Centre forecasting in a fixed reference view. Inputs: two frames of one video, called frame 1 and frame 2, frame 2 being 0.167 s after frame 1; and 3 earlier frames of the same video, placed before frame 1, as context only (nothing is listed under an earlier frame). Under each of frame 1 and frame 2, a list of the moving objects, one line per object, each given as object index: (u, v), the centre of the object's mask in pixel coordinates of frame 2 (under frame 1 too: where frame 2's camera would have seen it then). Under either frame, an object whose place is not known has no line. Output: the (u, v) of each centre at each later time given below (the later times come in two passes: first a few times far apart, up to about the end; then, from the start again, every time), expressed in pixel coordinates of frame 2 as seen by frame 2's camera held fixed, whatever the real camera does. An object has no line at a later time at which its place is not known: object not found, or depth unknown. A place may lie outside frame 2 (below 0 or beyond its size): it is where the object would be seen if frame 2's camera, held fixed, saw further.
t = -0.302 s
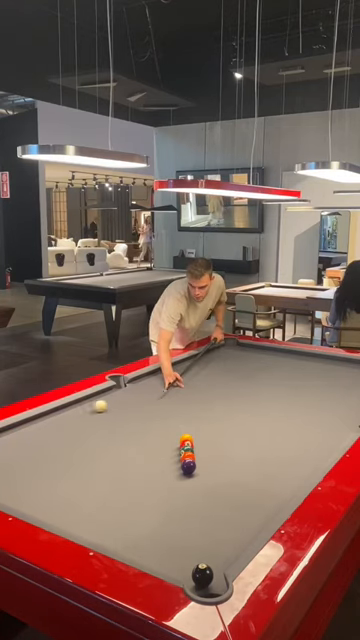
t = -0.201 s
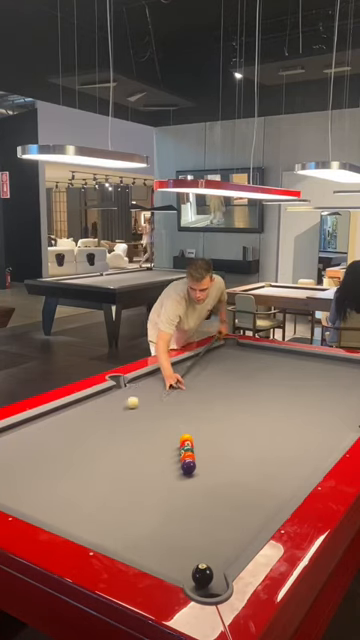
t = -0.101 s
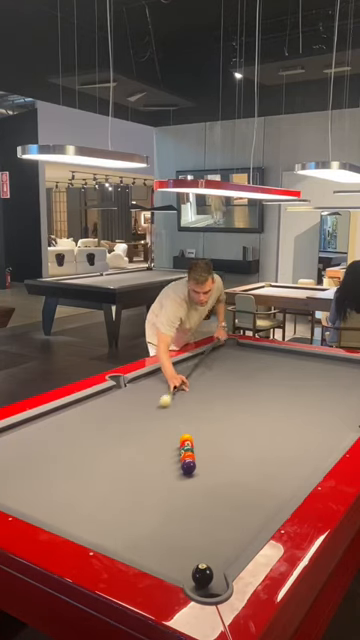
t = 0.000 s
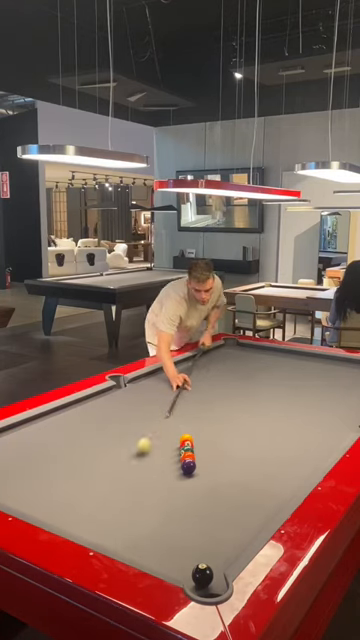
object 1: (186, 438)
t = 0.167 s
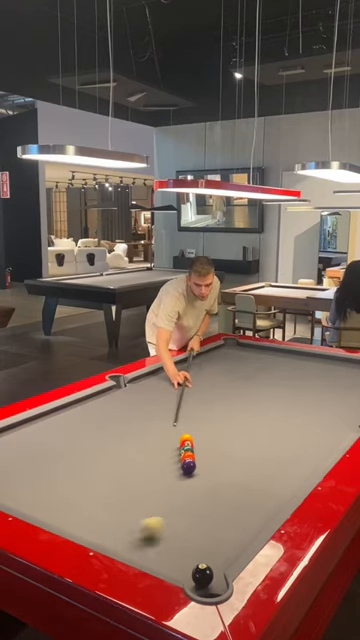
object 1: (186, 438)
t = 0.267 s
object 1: (186, 438)
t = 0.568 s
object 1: (186, 438)
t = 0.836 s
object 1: (186, 438)
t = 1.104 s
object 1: (186, 438)
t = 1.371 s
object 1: (186, 438)
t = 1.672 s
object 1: (186, 438)
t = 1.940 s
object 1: (186, 438)
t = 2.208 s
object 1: (186, 438)
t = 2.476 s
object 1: (187, 437)
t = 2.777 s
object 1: (193, 438)
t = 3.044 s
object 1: (195, 438)
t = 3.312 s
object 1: (196, 438)
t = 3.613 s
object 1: (196, 438)
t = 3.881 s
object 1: (196, 438)
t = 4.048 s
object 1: (196, 438)
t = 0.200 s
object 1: (186, 438)
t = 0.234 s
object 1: (186, 438)
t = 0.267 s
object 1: (186, 438)
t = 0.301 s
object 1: (186, 438)
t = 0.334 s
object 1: (186, 438)
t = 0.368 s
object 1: (186, 438)
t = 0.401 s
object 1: (186, 438)
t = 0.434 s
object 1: (186, 438)
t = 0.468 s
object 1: (186, 438)
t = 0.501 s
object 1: (186, 438)
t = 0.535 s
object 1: (186, 438)
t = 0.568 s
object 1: (186, 438)
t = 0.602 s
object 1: (186, 438)
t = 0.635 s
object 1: (186, 438)
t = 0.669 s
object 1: (186, 438)
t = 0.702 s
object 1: (186, 438)
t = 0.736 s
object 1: (186, 438)
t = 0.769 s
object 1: (186, 438)
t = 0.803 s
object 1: (186, 437)
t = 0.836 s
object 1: (186, 438)
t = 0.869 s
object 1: (186, 437)
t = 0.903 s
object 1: (186, 438)
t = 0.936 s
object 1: (186, 438)
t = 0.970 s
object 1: (186, 438)
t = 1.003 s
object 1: (186, 438)
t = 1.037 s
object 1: (186, 438)
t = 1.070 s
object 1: (186, 438)
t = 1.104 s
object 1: (186, 438)
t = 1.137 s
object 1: (186, 438)
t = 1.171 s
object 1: (186, 438)
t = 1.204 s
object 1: (186, 438)
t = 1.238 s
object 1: (186, 438)
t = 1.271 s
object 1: (186, 438)
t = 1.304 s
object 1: (186, 438)
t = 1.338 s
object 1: (186, 438)
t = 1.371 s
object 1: (186, 438)
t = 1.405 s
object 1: (186, 438)
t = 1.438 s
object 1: (186, 438)
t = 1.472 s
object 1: (186, 438)
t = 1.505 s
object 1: (186, 438)
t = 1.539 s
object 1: (186, 438)
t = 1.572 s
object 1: (186, 438)
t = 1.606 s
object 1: (186, 438)
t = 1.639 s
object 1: (186, 438)
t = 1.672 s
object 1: (186, 438)
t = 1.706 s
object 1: (186, 438)
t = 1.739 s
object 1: (186, 438)
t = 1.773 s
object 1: (186, 438)
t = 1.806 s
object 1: (186, 438)
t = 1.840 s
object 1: (186, 438)
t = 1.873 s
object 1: (186, 438)
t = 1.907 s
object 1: (186, 438)
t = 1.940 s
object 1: (186, 438)
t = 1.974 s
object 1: (186, 438)
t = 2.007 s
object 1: (186, 438)
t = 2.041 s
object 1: (186, 438)
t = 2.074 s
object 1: (186, 438)
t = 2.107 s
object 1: (186, 438)
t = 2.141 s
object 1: (186, 438)
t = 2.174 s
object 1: (186, 438)
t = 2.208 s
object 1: (186, 438)
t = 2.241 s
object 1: (186, 438)
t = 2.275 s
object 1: (186, 438)
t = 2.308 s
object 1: (186, 438)
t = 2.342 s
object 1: (186, 438)
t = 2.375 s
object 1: (186, 438)
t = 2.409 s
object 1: (186, 437)
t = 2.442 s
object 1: (187, 437)
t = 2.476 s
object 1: (187, 437)
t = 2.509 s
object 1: (189, 438)
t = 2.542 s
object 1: (189, 438)
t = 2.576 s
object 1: (190, 438)
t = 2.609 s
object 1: (190, 438)
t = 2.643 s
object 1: (191, 438)
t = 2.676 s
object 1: (191, 438)
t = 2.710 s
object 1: (192, 438)
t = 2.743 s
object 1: (192, 438)
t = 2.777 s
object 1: (193, 438)
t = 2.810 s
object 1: (193, 438)
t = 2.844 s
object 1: (193, 438)
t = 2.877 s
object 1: (193, 438)
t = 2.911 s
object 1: (194, 438)
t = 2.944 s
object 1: (194, 438)
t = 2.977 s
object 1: (194, 438)
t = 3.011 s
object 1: (195, 438)
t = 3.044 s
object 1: (195, 438)
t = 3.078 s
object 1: (195, 438)
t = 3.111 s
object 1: (195, 438)
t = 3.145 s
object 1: (195, 438)
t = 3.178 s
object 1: (196, 438)
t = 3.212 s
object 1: (196, 438)
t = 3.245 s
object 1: (196, 438)
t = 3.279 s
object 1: (196, 438)
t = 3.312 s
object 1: (196, 438)
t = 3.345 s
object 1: (196, 438)
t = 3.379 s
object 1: (196, 438)
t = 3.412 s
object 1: (196, 438)
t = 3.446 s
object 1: (196, 438)
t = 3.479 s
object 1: (196, 438)
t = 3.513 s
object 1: (196, 438)
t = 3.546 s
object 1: (196, 438)
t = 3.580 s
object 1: (196, 438)
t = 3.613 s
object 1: (196, 438)
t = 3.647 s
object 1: (196, 438)
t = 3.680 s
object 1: (196, 438)
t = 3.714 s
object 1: (196, 438)
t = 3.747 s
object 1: (196, 438)
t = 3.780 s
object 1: (196, 438)
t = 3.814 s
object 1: (196, 438)
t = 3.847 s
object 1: (196, 438)
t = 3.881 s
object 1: (196, 438)
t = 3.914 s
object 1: (196, 438)
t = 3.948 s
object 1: (196, 438)
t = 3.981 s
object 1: (196, 438)
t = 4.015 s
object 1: (196, 438)
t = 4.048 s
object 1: (196, 438)
